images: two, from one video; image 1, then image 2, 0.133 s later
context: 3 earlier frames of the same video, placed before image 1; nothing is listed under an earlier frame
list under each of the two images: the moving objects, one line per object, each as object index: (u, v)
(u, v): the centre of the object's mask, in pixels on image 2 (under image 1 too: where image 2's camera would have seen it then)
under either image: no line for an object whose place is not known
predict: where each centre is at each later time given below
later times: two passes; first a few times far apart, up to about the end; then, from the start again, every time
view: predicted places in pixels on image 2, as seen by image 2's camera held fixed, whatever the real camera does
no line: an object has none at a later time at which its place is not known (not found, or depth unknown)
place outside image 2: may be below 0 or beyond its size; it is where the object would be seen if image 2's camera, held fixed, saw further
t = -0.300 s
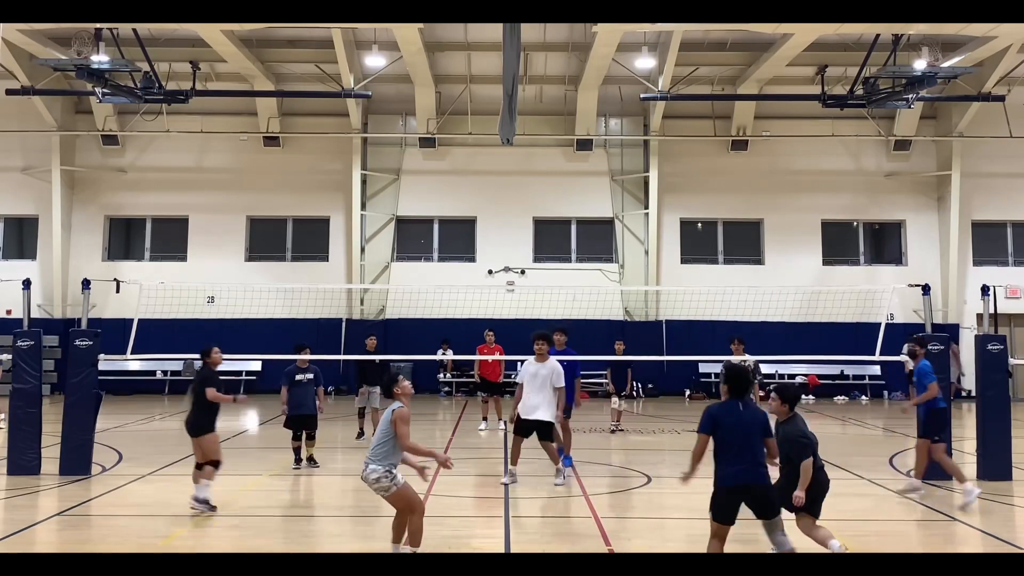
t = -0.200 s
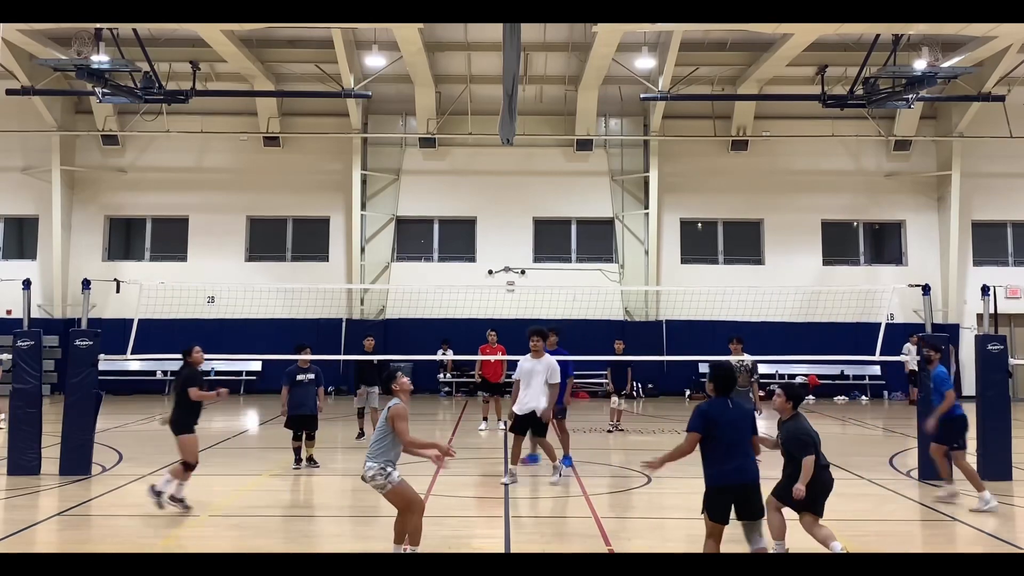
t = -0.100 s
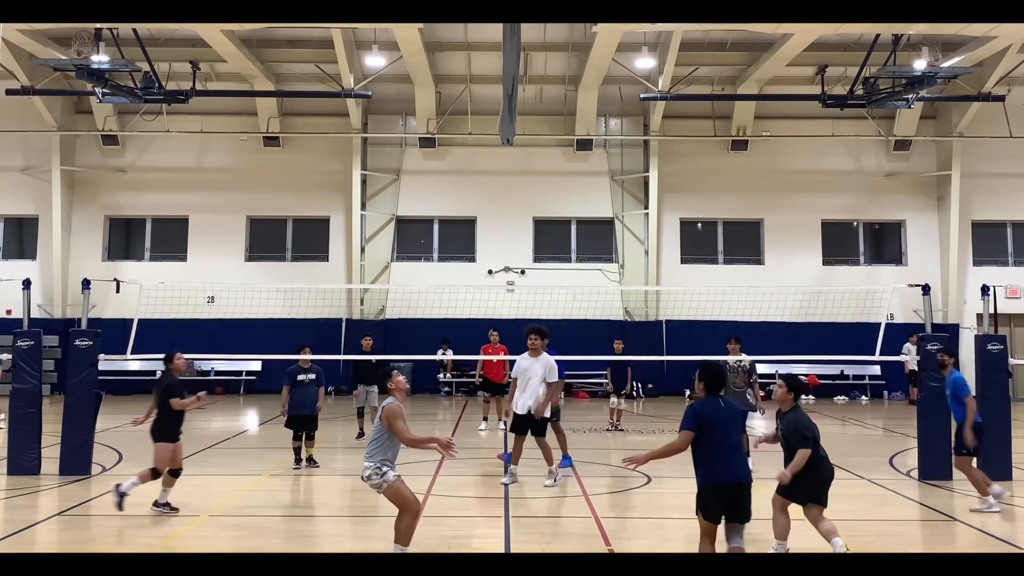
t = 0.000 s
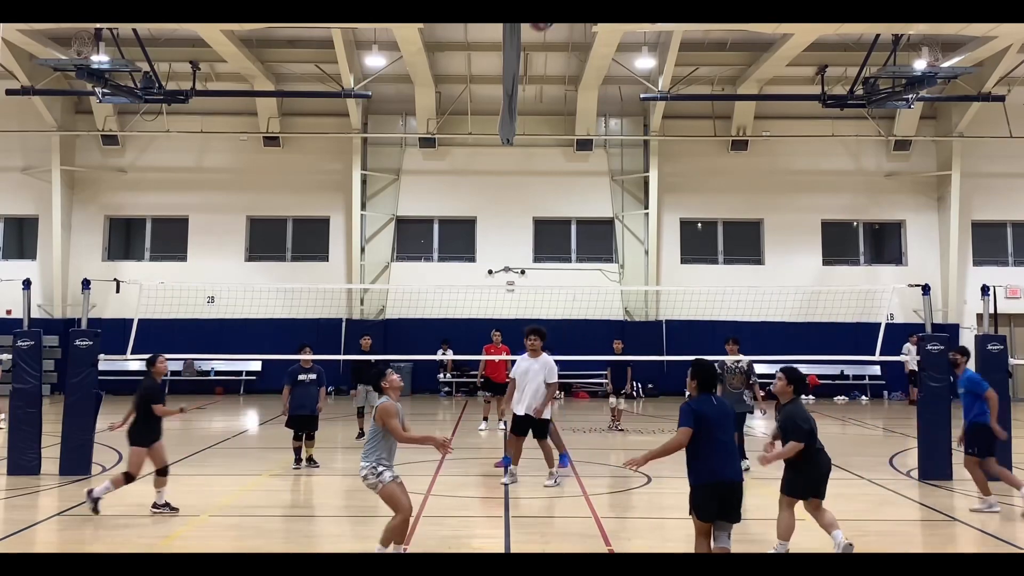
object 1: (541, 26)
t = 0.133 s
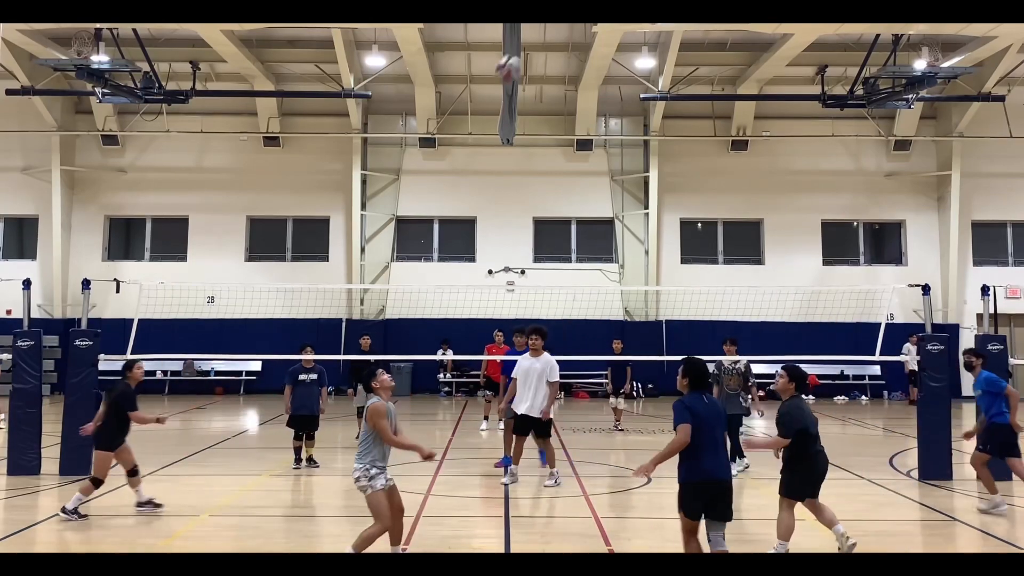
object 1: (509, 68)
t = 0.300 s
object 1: (467, 160)
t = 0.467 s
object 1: (425, 286)
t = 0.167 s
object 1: (501, 83)
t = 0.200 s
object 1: (493, 101)
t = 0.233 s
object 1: (484, 118)
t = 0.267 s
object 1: (475, 139)
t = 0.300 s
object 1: (467, 160)
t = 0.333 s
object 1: (458, 183)
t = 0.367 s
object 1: (450, 206)
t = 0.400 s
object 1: (442, 232)
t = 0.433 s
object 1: (433, 257)
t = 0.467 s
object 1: (425, 286)
